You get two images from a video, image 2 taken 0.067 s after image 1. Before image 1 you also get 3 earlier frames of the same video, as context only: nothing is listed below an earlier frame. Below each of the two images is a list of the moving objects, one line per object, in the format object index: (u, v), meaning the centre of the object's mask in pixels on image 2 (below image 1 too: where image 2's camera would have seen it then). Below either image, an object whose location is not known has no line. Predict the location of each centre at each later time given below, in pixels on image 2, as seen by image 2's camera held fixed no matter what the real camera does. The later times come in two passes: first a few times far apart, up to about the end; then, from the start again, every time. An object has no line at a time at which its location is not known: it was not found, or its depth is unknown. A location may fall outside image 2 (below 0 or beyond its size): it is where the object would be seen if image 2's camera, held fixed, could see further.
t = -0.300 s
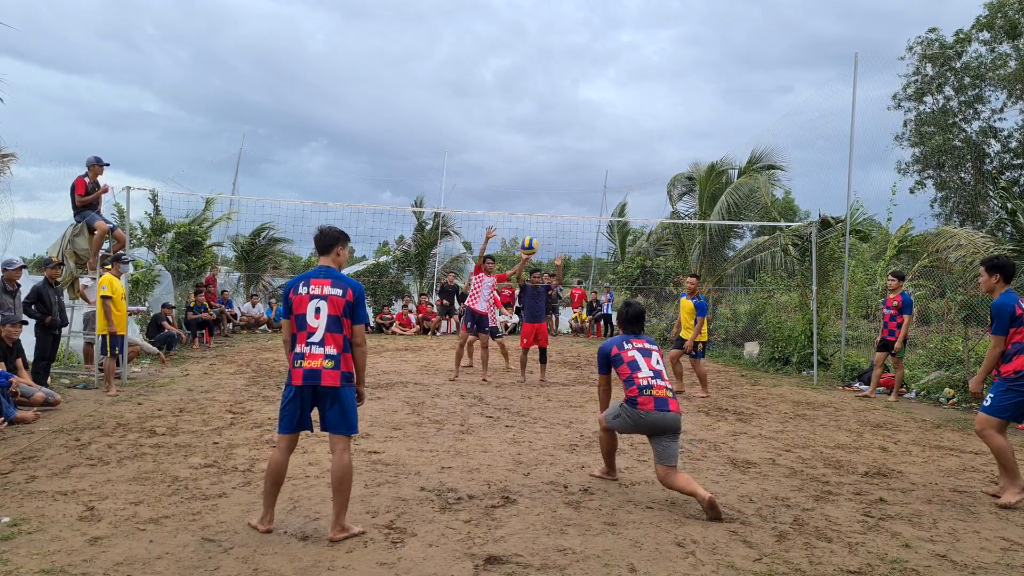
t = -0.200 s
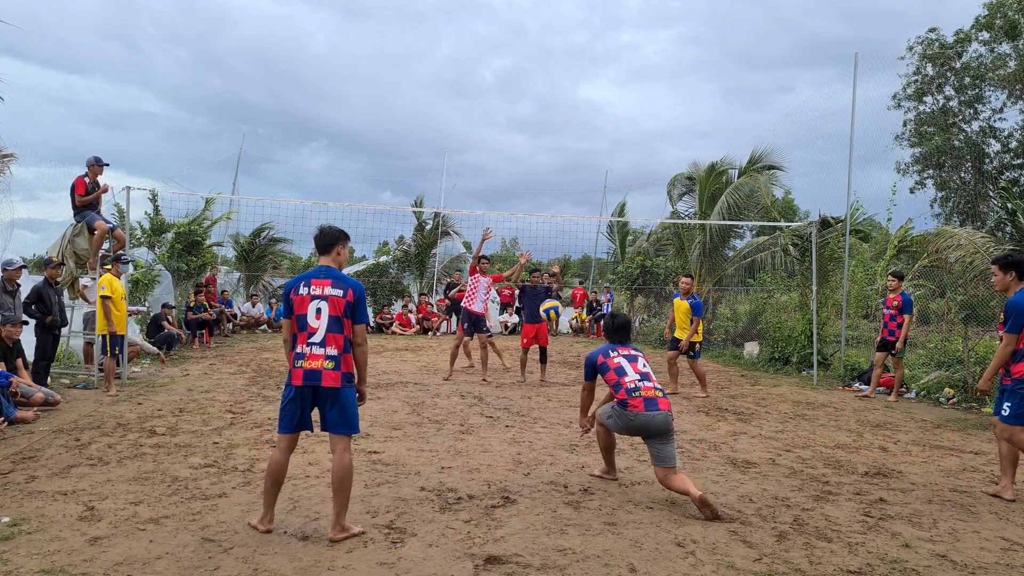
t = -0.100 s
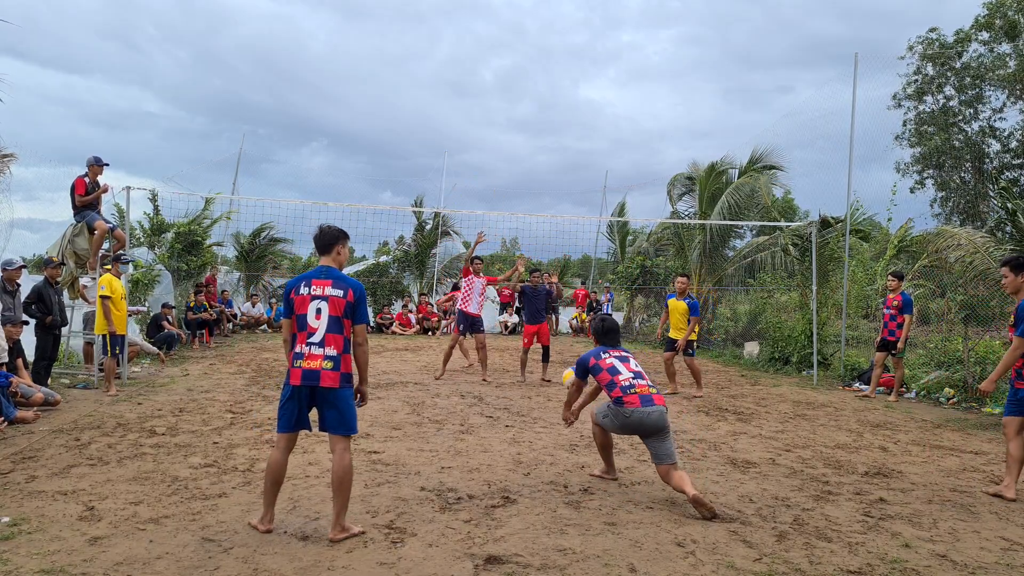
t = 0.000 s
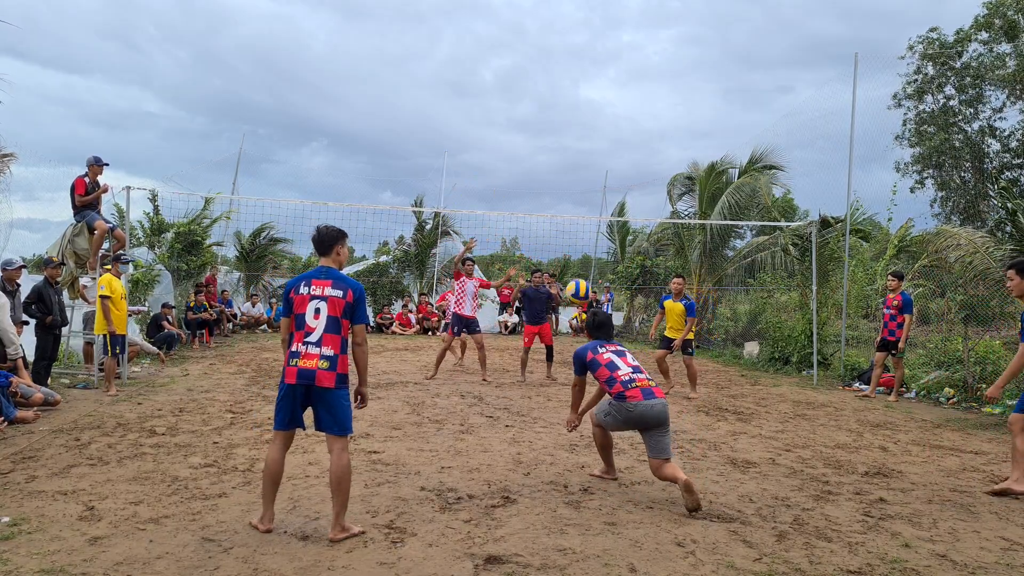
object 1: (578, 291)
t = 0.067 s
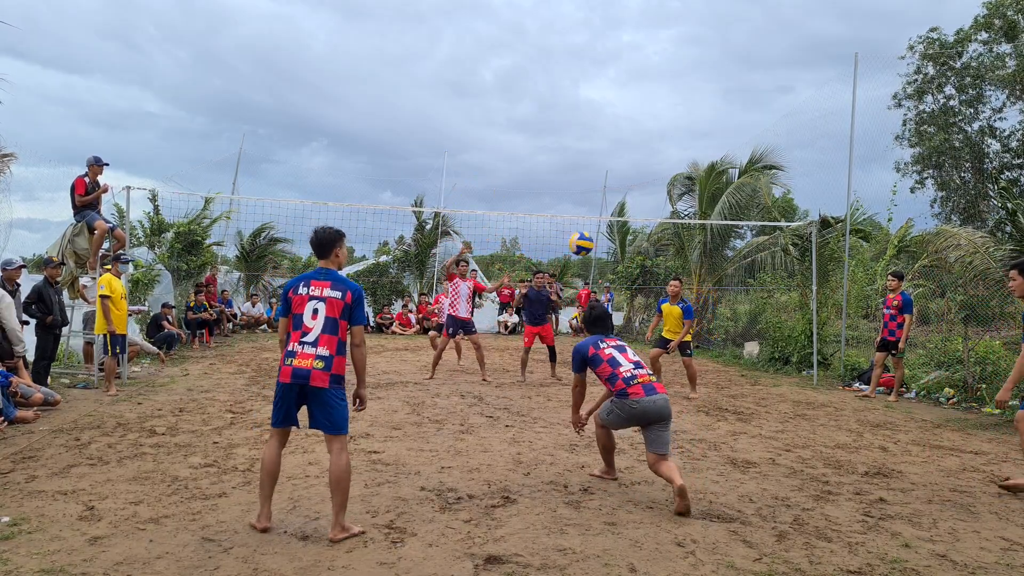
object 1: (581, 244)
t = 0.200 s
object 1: (585, 168)
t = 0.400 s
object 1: (591, 99)
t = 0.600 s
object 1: (597, 78)
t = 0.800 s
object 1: (601, 98)
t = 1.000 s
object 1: (604, 153)
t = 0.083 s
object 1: (582, 233)
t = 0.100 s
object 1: (582, 222)
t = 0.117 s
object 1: (582, 212)
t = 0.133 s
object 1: (583, 203)
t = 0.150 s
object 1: (584, 193)
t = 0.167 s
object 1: (584, 184)
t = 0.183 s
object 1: (584, 176)
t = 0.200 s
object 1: (585, 168)
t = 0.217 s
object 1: (586, 160)
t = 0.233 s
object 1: (586, 153)
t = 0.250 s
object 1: (587, 146)
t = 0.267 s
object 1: (587, 139)
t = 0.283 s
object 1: (588, 133)
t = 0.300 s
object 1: (588, 127)
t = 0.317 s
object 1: (589, 122)
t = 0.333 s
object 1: (589, 116)
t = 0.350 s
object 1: (590, 112)
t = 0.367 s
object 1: (590, 107)
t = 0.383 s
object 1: (591, 103)
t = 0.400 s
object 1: (591, 99)
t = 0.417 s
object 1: (592, 96)
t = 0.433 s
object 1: (592, 93)
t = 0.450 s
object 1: (593, 90)
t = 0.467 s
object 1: (593, 88)
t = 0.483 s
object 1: (594, 85)
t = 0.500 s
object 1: (594, 83)
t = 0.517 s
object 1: (594, 82)
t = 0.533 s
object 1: (595, 81)
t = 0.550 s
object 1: (596, 79)
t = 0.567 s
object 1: (596, 79)
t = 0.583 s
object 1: (596, 78)
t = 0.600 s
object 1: (597, 78)
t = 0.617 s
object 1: (597, 78)
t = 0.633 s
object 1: (598, 79)
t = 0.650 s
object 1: (598, 80)
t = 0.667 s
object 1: (598, 80)
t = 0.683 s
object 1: (599, 82)
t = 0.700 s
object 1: (599, 83)
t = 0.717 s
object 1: (599, 85)
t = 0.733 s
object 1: (600, 87)
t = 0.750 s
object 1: (600, 89)
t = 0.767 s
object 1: (601, 92)
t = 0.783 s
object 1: (601, 95)
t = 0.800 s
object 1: (601, 98)
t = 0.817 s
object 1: (601, 101)
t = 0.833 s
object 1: (602, 105)
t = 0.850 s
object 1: (602, 108)
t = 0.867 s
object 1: (602, 113)
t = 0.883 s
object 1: (602, 117)
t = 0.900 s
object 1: (603, 121)
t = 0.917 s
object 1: (603, 126)
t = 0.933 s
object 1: (603, 131)
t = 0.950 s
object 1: (603, 136)
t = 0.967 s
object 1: (604, 142)
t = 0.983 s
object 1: (604, 147)
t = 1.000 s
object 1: (604, 153)
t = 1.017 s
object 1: (605, 159)
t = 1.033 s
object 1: (605, 165)
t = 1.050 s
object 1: (605, 172)
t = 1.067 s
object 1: (605, 178)
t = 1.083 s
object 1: (605, 185)
